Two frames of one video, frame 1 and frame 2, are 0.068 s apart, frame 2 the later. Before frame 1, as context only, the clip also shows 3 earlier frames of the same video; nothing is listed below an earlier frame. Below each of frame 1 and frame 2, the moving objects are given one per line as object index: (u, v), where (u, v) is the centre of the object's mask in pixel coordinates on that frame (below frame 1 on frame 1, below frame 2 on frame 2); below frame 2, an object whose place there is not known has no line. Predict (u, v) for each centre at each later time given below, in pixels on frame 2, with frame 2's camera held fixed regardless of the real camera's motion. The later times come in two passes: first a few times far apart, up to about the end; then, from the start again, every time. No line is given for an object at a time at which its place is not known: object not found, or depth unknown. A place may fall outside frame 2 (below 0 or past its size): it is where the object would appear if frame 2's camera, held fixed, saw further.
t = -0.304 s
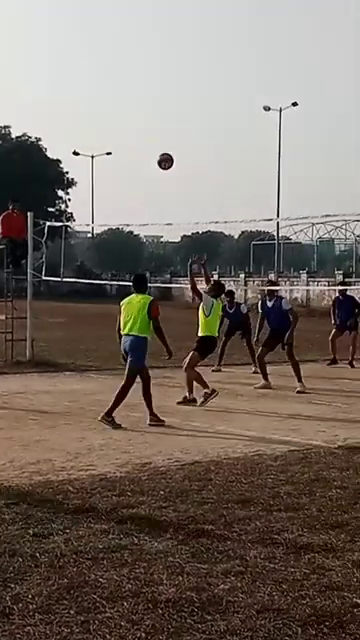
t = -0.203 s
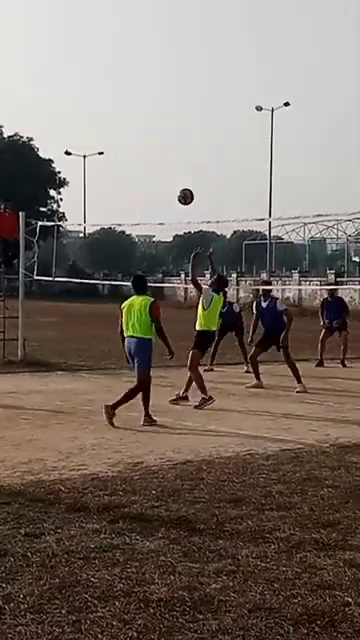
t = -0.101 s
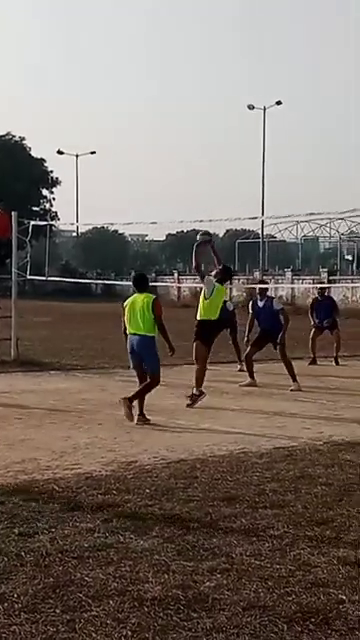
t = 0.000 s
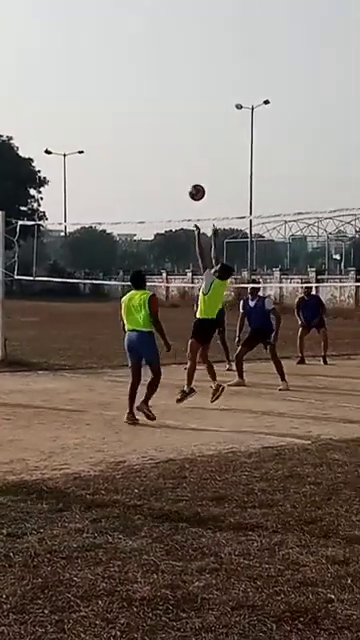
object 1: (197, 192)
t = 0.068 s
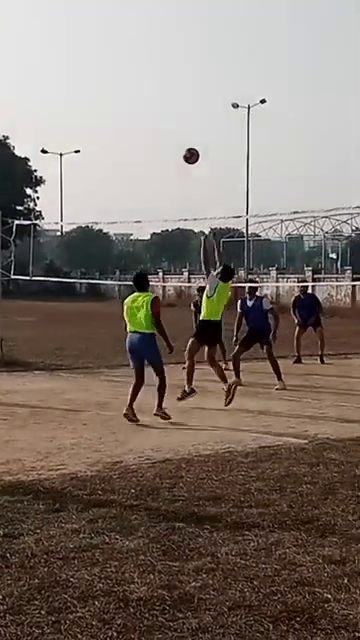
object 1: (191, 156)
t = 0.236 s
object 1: (184, 84)
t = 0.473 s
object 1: (174, 26)
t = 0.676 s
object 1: (162, 12)
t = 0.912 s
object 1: (153, 37)
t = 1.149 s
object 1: (141, 103)
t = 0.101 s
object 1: (190, 140)
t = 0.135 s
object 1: (188, 124)
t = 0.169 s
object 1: (187, 109)
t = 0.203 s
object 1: (186, 96)
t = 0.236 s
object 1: (184, 84)
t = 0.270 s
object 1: (182, 73)
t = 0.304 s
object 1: (182, 62)
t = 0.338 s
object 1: (180, 53)
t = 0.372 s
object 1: (178, 46)
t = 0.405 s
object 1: (178, 37)
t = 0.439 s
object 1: (176, 31)
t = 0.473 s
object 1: (174, 26)
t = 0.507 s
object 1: (172, 20)
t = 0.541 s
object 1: (170, 17)
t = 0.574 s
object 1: (168, 14)
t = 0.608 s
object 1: (165, 13)
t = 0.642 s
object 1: (164, 11)
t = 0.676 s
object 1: (162, 12)
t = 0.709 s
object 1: (161, 12)
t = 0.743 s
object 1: (159, 13)
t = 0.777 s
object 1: (158, 17)
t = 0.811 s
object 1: (157, 21)
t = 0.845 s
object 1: (156, 25)
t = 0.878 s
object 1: (154, 31)
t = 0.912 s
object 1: (153, 37)
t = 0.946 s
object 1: (151, 44)
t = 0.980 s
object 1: (150, 52)
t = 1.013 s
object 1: (148, 60)
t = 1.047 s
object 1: (146, 70)
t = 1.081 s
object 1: (144, 79)
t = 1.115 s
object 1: (142, 91)
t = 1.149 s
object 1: (141, 103)
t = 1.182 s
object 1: (139, 115)
